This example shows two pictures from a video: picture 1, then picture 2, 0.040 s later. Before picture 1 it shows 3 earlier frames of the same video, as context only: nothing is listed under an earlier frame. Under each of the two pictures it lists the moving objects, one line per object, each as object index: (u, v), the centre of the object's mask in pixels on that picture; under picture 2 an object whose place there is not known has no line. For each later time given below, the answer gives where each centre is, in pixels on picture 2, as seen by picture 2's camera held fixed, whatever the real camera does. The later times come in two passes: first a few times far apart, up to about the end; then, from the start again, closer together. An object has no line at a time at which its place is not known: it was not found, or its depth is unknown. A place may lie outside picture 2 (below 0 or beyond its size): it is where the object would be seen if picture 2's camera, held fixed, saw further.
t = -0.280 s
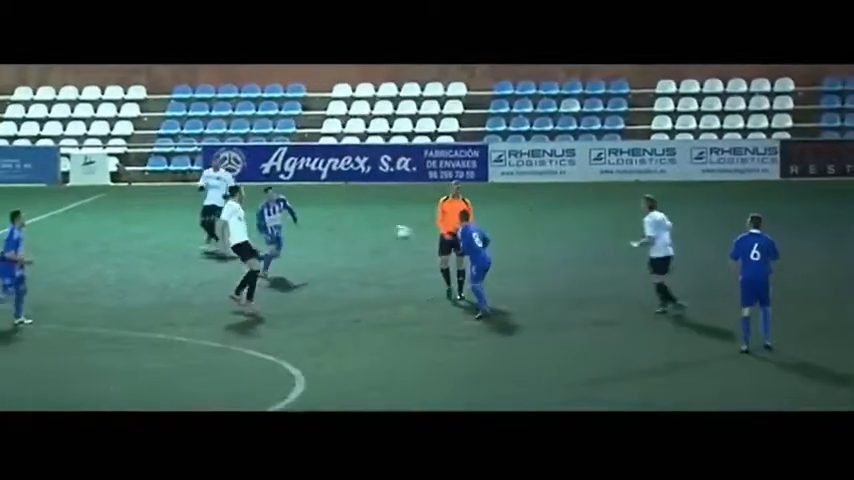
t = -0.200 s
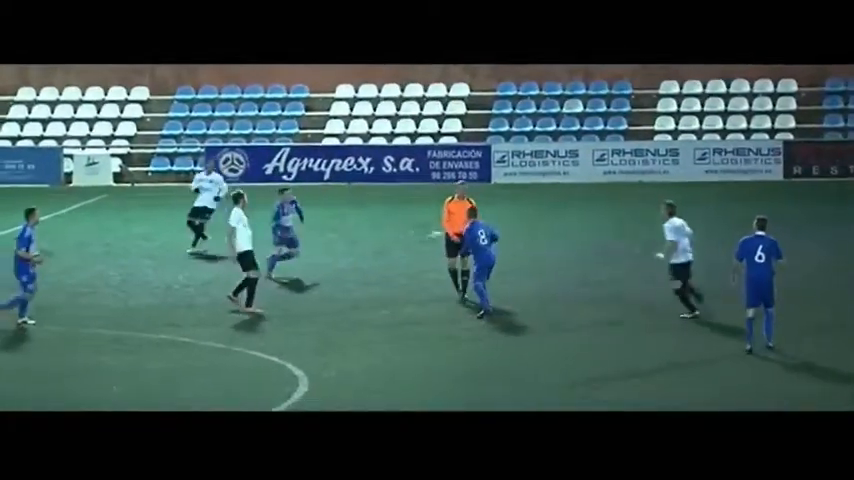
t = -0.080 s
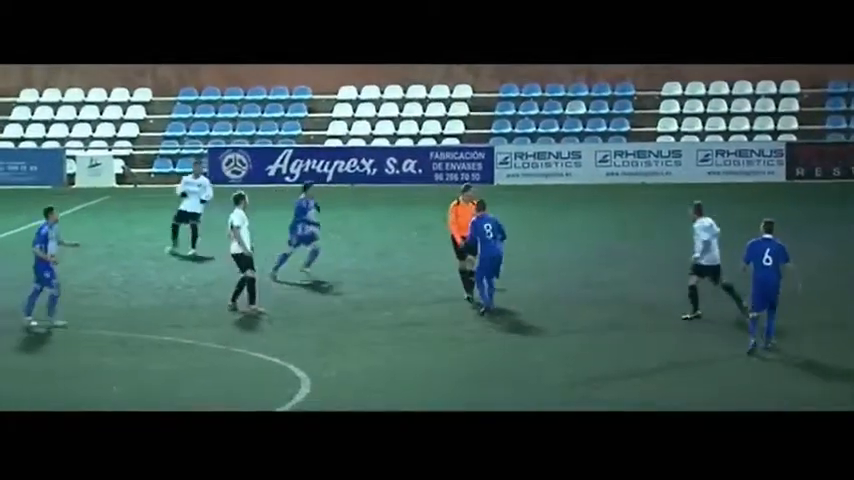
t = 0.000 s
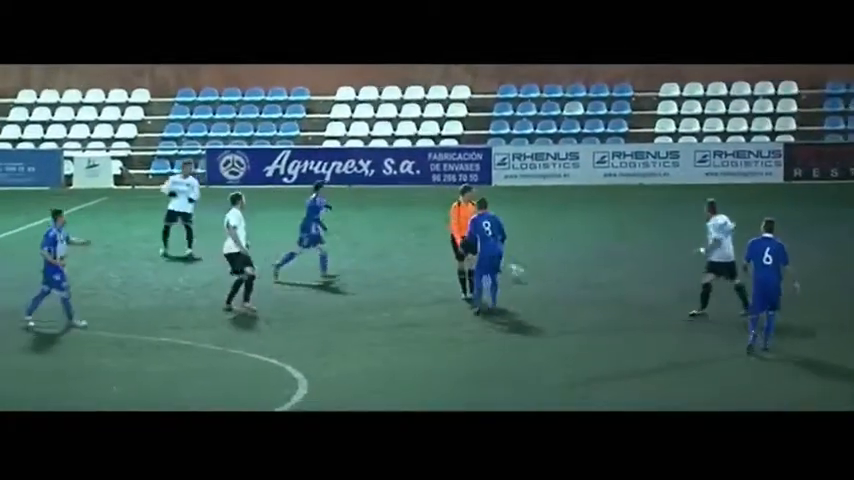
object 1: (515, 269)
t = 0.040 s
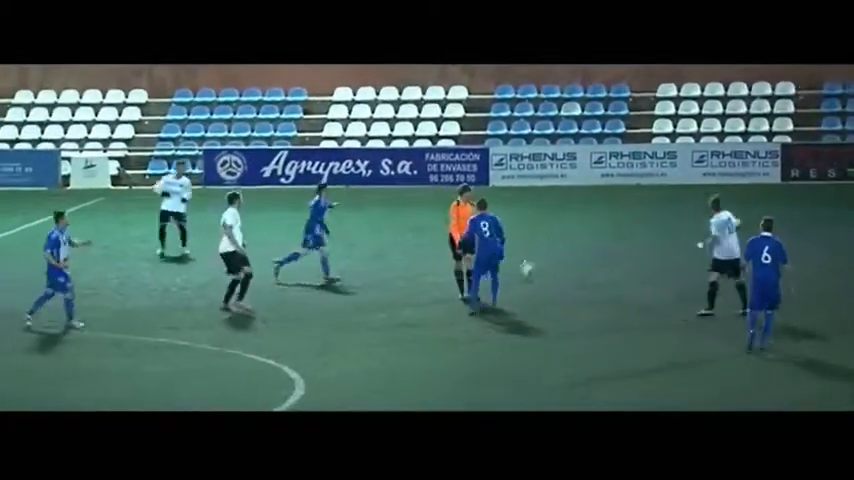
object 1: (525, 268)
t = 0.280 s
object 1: (598, 225)
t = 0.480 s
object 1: (657, 222)
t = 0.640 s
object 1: (702, 237)
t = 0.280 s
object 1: (598, 225)
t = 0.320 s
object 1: (610, 222)
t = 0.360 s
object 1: (622, 220)
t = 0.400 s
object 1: (634, 220)
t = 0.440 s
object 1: (645, 221)
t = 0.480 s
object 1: (657, 222)
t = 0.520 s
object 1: (668, 224)
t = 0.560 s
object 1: (679, 227)
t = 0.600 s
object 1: (690, 232)
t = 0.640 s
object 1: (702, 237)
